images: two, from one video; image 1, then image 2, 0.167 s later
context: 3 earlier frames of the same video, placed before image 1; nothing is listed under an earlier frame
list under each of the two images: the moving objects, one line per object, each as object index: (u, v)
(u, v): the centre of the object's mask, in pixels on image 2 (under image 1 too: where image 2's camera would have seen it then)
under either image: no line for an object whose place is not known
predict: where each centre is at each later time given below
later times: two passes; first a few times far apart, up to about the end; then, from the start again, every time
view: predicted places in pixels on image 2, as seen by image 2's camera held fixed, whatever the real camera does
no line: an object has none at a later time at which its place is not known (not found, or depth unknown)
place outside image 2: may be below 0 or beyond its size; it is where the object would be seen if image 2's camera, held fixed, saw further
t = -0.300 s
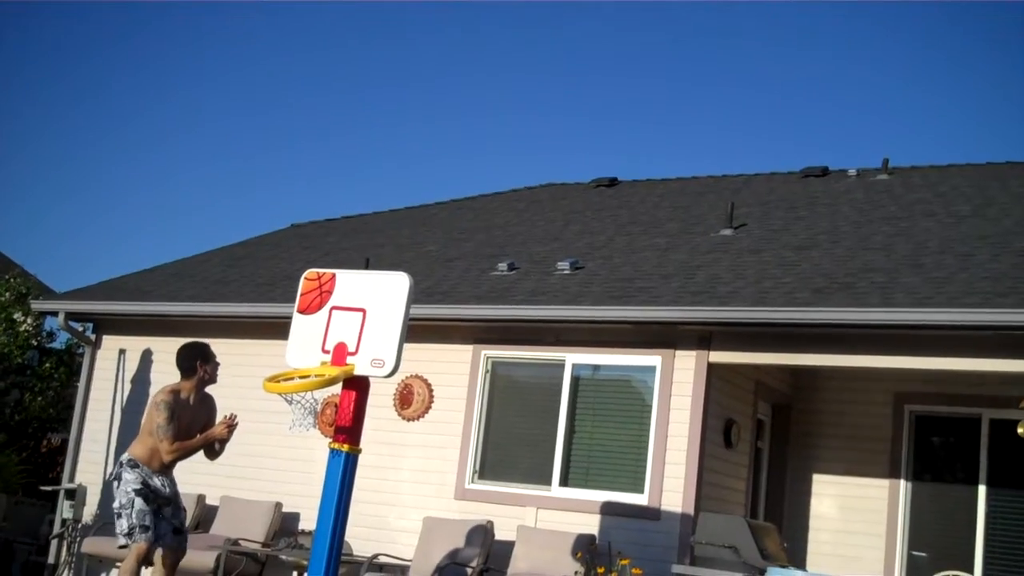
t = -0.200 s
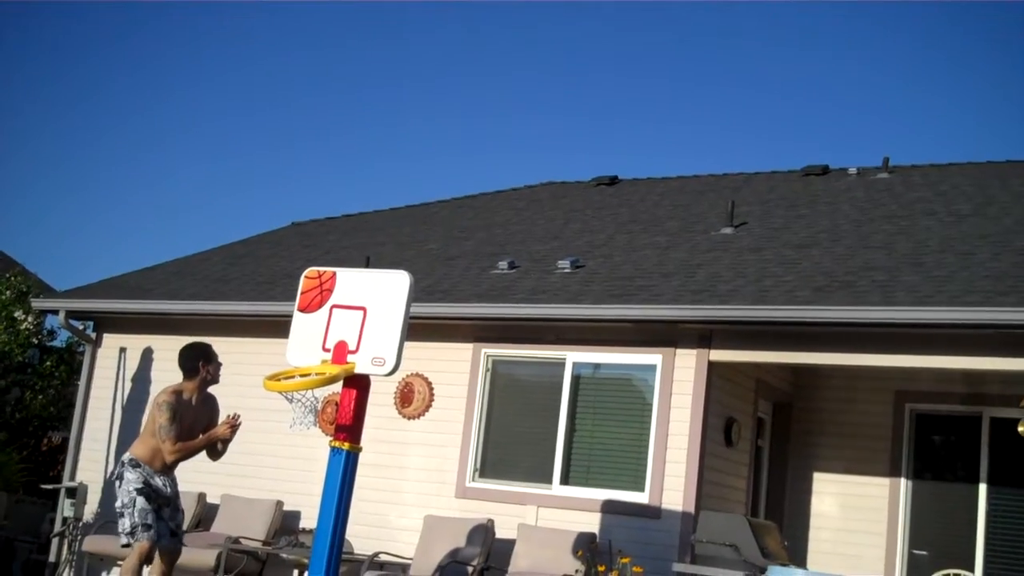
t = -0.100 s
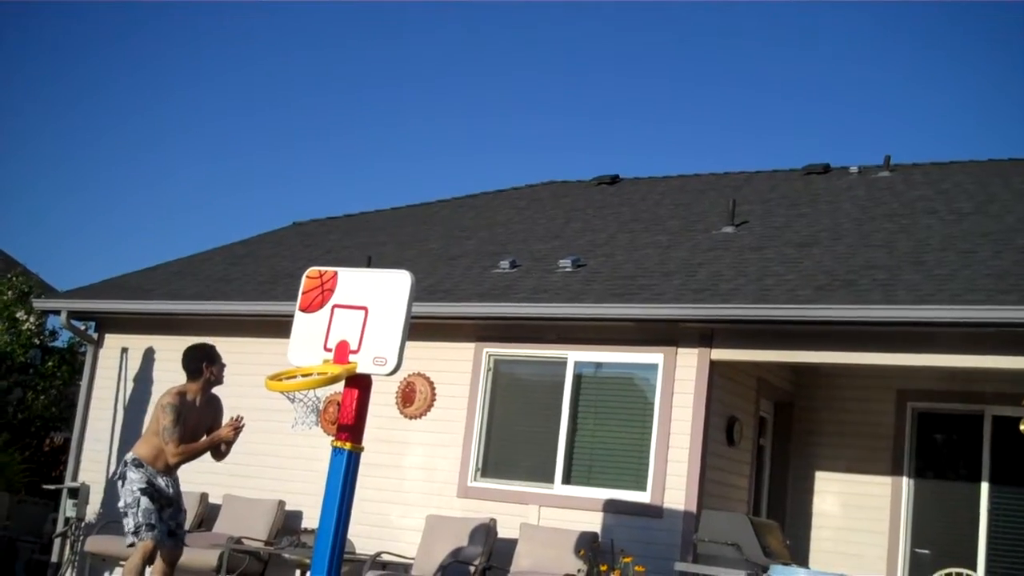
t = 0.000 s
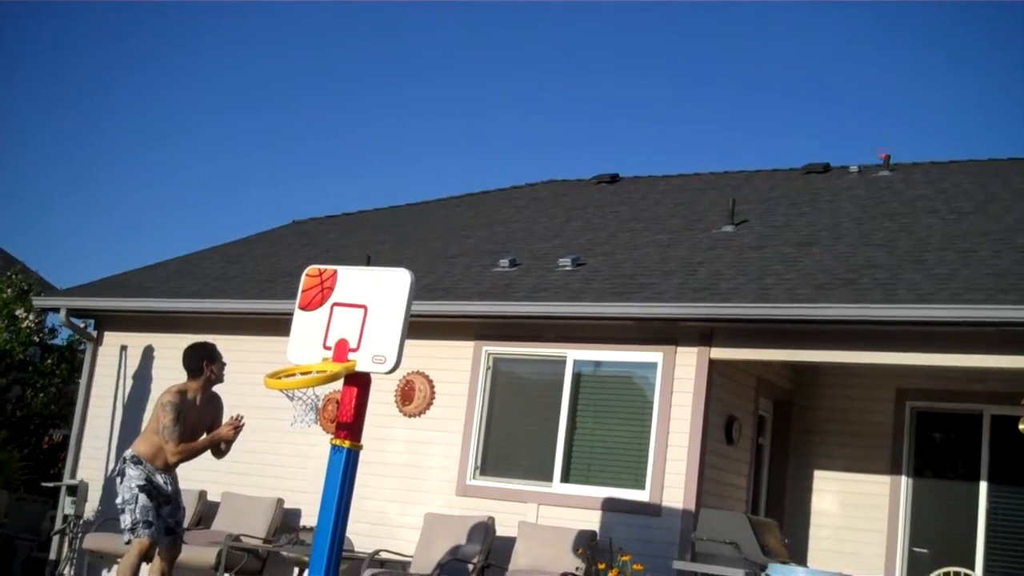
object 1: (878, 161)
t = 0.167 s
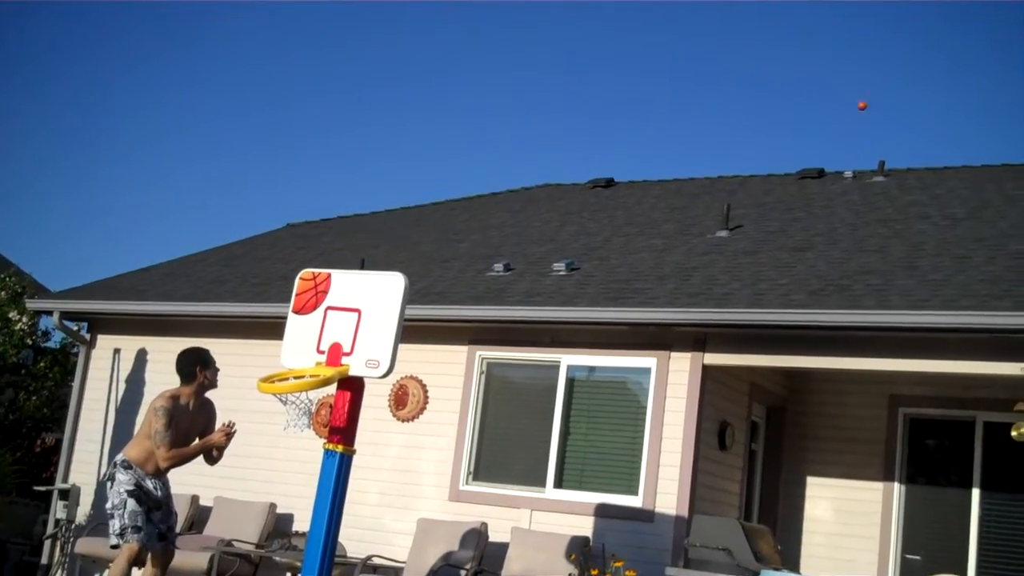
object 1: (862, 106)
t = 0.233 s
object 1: (854, 87)
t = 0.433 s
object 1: (829, 45)
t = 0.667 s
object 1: (797, 26)
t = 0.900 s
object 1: (755, 49)
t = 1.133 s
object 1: (696, 136)
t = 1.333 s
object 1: (625, 255)
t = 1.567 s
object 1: (534, 194)
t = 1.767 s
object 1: (427, 200)
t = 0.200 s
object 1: (857, 96)
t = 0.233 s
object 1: (854, 87)
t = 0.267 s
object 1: (850, 79)
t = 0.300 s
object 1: (846, 70)
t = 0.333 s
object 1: (842, 63)
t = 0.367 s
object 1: (838, 57)
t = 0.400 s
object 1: (834, 51)
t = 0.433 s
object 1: (829, 45)
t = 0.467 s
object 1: (826, 40)
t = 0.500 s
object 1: (821, 35)
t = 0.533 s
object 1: (816, 32)
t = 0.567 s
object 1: (812, 29)
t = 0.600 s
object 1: (806, 28)
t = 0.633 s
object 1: (802, 27)
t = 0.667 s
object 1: (797, 26)
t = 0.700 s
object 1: (791, 26)
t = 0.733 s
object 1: (786, 28)
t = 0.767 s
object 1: (780, 30)
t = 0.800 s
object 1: (775, 33)
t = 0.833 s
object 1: (768, 37)
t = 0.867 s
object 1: (761, 42)
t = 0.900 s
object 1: (755, 49)
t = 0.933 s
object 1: (747, 57)
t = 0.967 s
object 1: (739, 66)
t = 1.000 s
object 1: (733, 76)
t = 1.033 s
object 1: (724, 88)
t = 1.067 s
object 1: (715, 103)
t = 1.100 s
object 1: (706, 119)
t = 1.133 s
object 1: (696, 136)
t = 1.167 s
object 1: (686, 155)
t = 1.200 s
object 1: (676, 175)
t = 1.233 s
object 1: (663, 200)
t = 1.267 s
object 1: (651, 226)
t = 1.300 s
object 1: (636, 255)
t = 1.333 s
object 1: (625, 255)
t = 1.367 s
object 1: (614, 243)
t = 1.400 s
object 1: (602, 232)
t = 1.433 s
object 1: (589, 223)
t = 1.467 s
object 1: (577, 214)
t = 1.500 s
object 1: (563, 205)
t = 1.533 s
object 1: (549, 200)
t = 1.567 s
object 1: (534, 194)
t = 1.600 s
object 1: (519, 191)
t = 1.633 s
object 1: (503, 188)
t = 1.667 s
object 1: (485, 189)
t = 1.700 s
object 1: (468, 190)
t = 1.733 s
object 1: (448, 193)
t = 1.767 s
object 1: (427, 200)
